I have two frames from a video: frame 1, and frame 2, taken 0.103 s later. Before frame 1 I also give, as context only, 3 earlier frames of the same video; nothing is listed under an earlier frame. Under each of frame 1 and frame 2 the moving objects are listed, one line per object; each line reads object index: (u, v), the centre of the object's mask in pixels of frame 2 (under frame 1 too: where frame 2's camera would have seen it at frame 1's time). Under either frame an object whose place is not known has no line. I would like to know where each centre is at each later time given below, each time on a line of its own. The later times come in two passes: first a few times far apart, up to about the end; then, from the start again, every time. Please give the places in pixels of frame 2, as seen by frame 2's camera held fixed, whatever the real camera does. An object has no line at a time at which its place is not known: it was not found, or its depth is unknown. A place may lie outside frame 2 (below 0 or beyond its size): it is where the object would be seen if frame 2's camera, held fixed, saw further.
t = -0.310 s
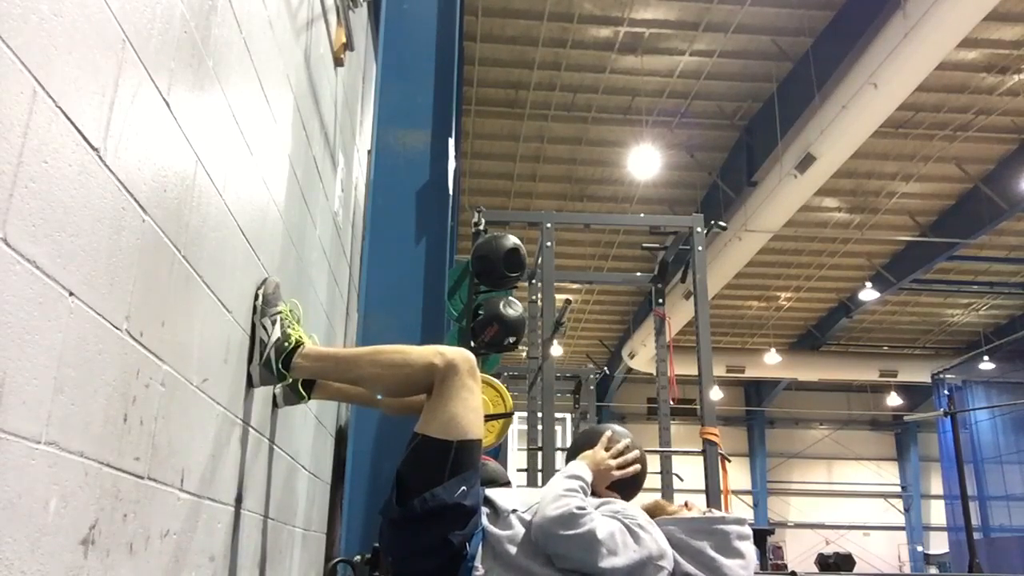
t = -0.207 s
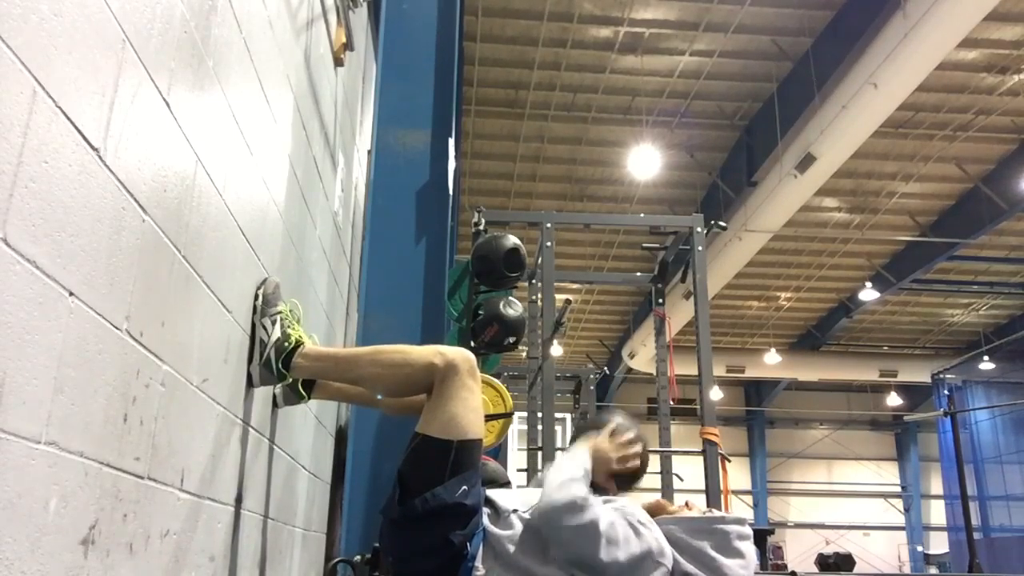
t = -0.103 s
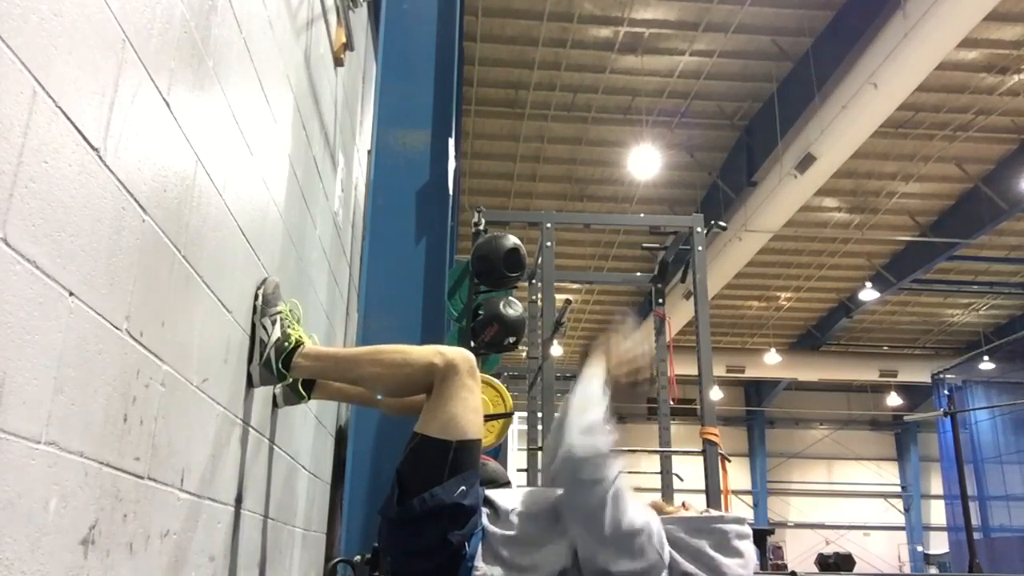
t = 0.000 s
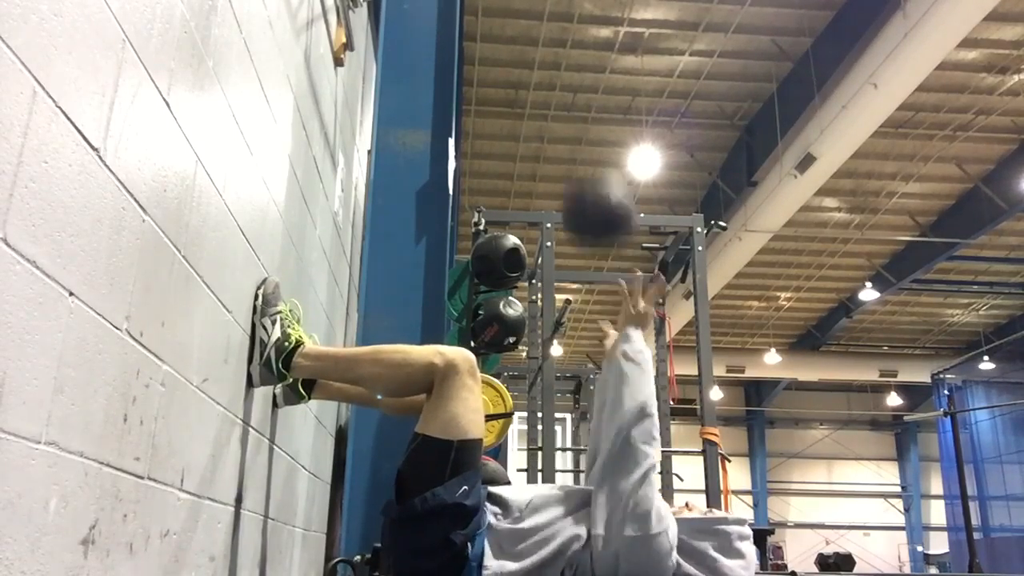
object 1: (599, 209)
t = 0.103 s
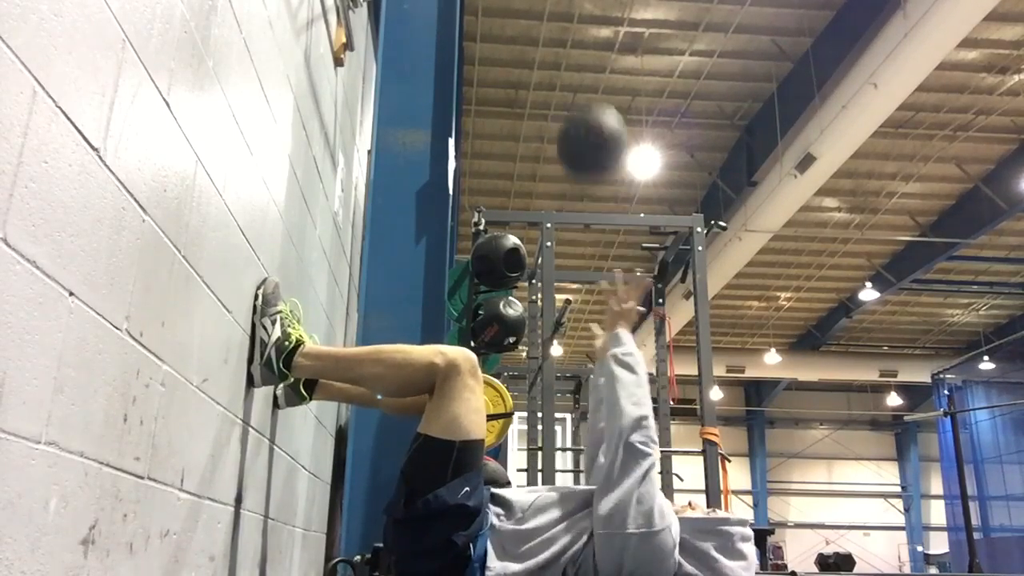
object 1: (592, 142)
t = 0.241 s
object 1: (592, 93)
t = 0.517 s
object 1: (588, 121)
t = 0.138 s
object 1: (592, 126)
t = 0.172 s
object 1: (592, 111)
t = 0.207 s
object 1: (592, 100)
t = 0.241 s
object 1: (592, 93)
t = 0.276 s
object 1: (592, 86)
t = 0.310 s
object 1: (592, 84)
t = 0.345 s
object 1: (592, 83)
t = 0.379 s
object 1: (592, 84)
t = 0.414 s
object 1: (591, 89)
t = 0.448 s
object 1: (590, 97)
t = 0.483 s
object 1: (588, 108)
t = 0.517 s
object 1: (588, 121)
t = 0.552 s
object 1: (586, 140)
